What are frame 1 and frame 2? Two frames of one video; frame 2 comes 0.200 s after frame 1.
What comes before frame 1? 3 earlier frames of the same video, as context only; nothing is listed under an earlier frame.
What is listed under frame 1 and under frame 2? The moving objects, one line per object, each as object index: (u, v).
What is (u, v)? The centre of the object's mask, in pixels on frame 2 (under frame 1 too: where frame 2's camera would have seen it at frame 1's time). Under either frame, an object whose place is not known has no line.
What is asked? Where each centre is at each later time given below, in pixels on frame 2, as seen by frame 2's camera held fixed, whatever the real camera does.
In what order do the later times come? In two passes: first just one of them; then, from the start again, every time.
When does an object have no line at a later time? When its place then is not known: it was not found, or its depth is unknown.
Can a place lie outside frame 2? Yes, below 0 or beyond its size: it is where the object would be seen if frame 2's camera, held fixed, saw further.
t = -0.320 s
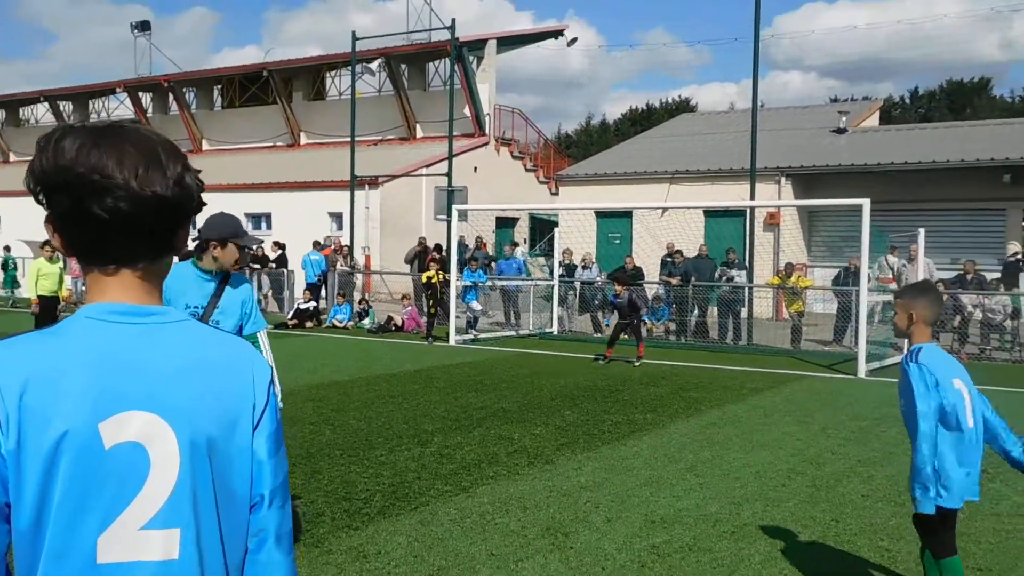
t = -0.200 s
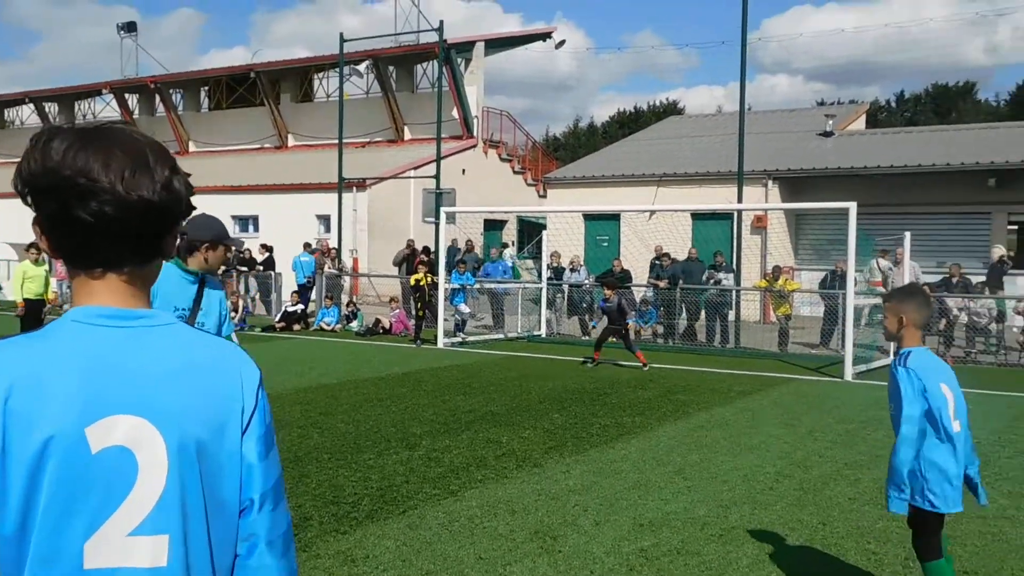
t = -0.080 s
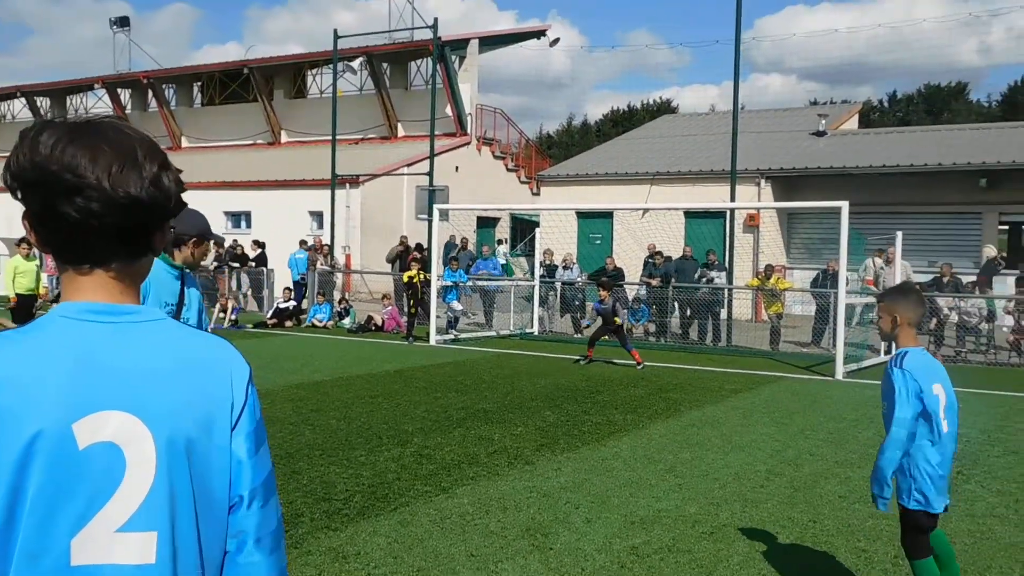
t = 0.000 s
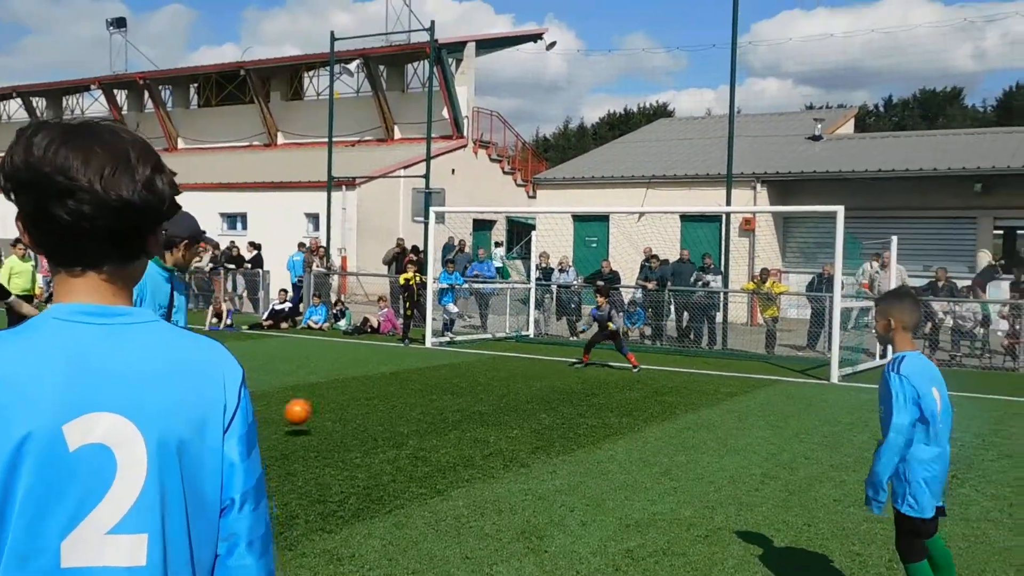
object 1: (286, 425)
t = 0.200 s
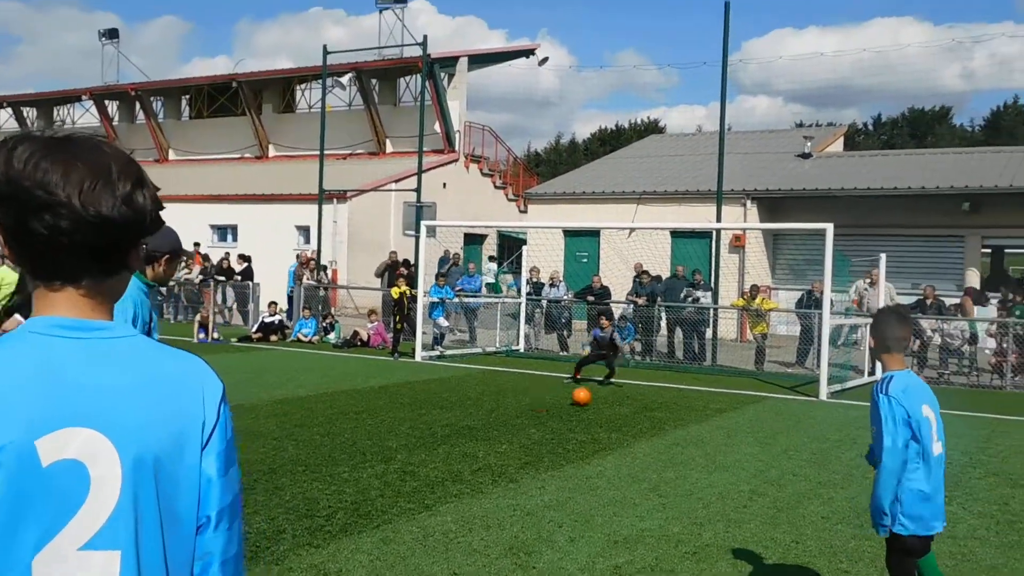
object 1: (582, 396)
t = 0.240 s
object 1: (614, 389)
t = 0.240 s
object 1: (614, 389)
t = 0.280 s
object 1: (644, 383)
